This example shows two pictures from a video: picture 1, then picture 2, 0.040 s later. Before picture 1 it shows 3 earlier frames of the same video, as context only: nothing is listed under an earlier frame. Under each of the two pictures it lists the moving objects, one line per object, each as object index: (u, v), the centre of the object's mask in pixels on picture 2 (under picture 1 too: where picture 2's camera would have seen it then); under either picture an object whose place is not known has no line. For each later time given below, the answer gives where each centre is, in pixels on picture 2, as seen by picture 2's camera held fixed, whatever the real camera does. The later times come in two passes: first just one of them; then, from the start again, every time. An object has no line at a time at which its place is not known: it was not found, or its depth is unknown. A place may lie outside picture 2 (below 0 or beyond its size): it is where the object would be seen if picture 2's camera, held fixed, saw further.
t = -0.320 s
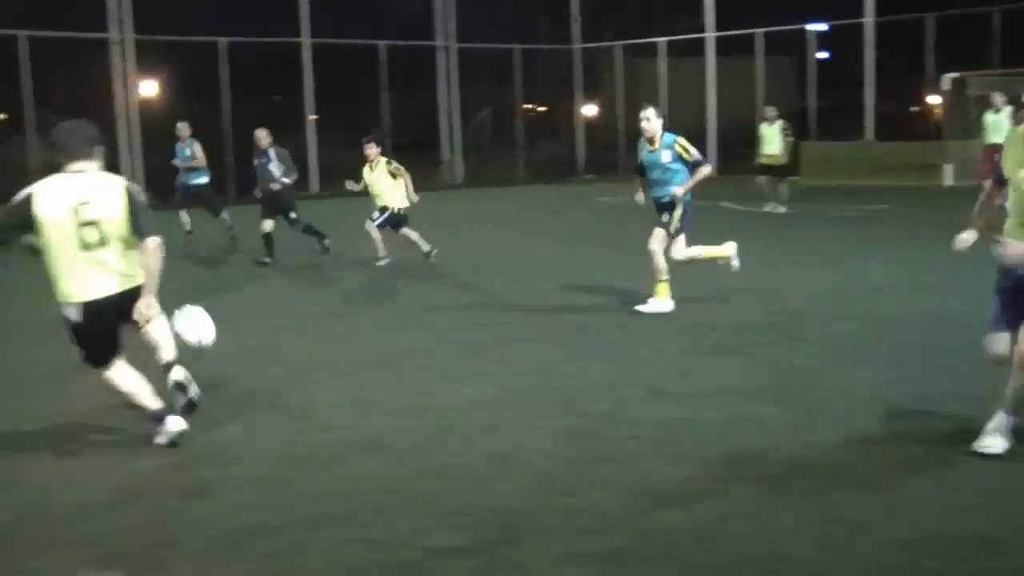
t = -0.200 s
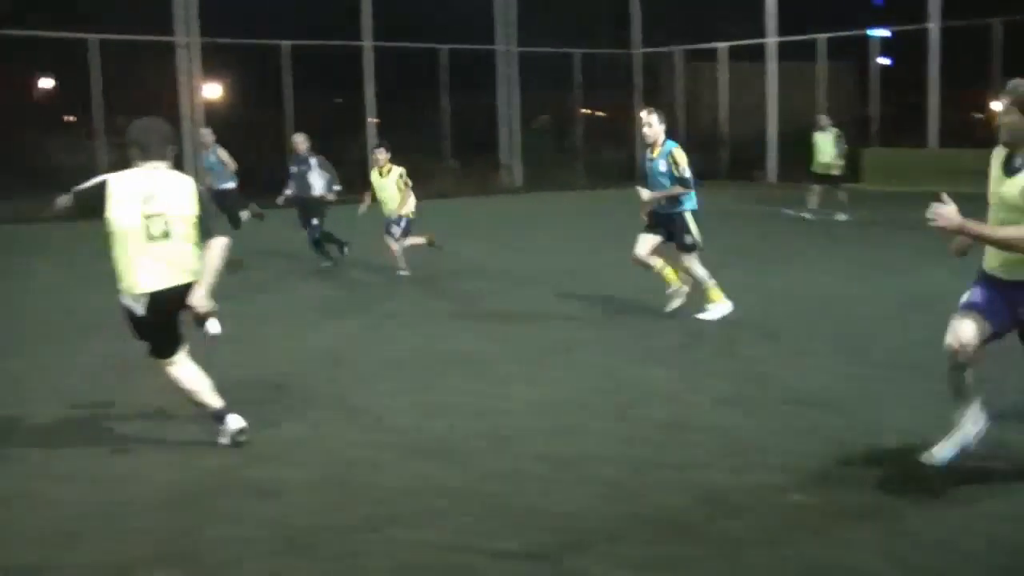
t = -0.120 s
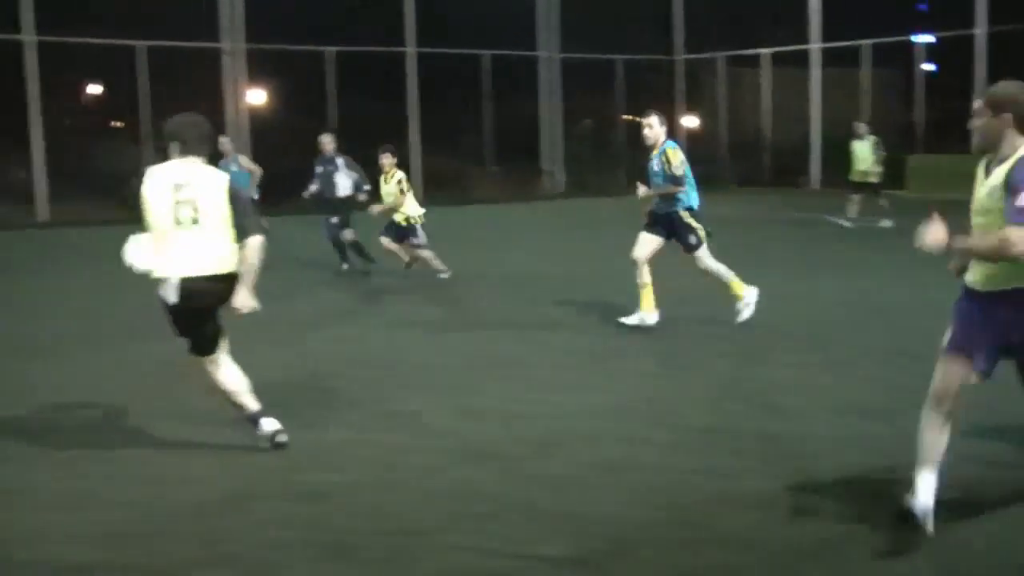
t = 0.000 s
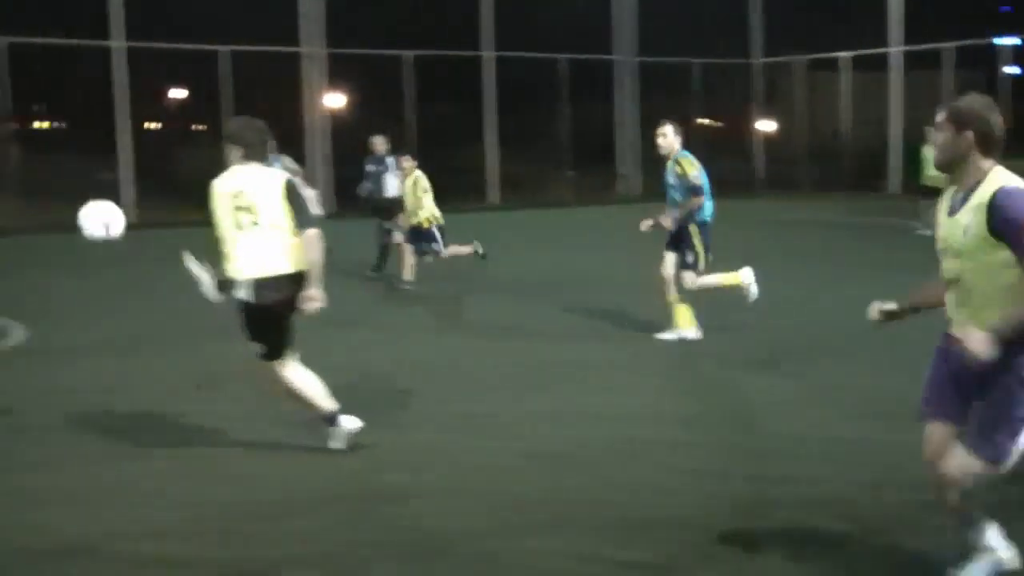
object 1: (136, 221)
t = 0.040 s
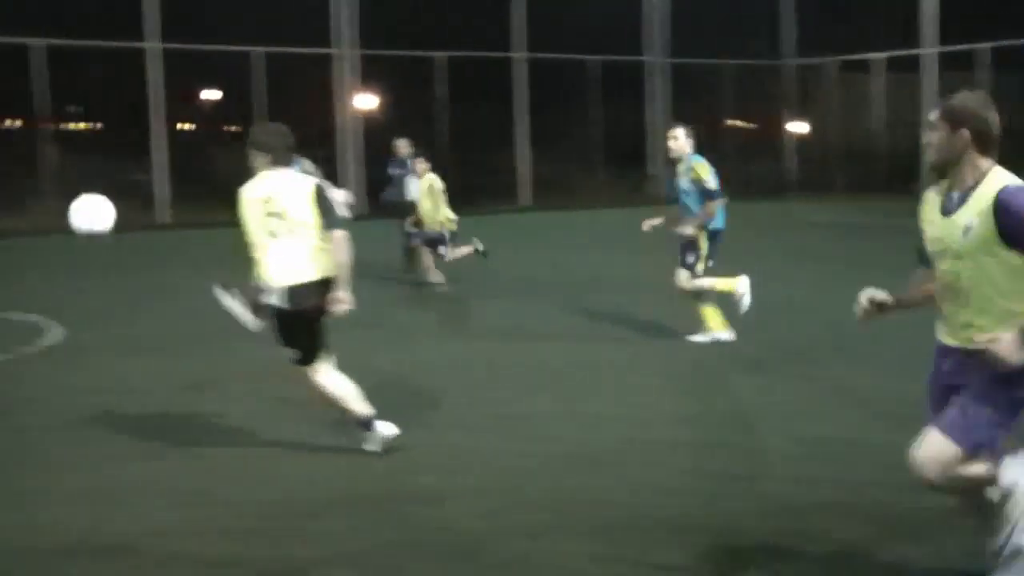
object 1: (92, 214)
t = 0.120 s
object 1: (8, 212)
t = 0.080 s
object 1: (49, 212)
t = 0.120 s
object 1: (8, 212)
